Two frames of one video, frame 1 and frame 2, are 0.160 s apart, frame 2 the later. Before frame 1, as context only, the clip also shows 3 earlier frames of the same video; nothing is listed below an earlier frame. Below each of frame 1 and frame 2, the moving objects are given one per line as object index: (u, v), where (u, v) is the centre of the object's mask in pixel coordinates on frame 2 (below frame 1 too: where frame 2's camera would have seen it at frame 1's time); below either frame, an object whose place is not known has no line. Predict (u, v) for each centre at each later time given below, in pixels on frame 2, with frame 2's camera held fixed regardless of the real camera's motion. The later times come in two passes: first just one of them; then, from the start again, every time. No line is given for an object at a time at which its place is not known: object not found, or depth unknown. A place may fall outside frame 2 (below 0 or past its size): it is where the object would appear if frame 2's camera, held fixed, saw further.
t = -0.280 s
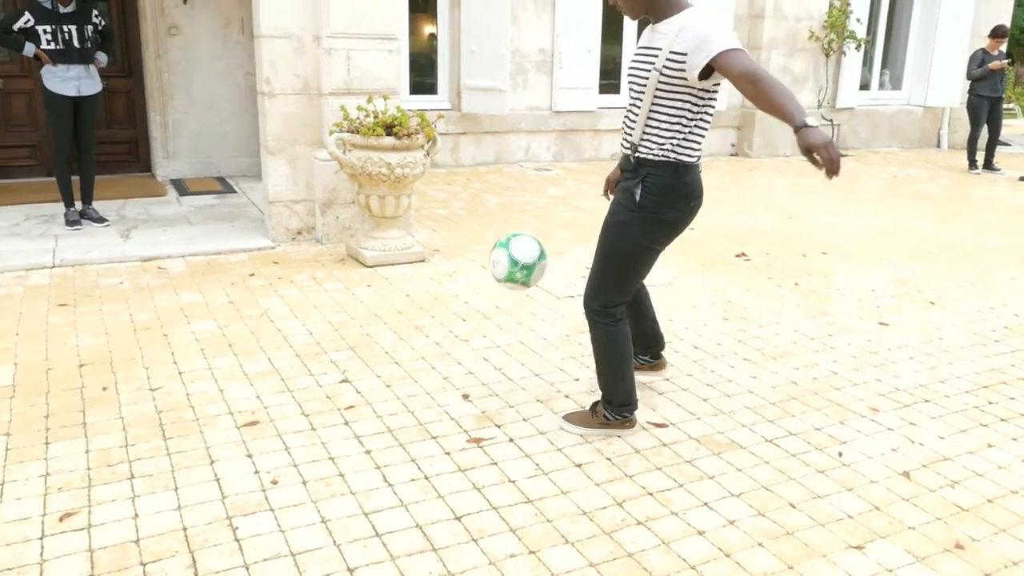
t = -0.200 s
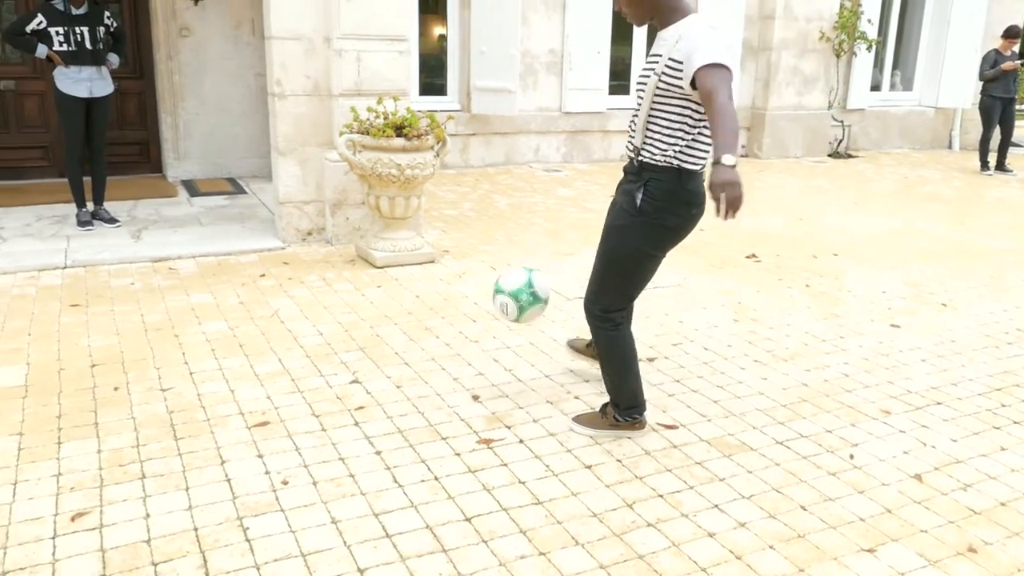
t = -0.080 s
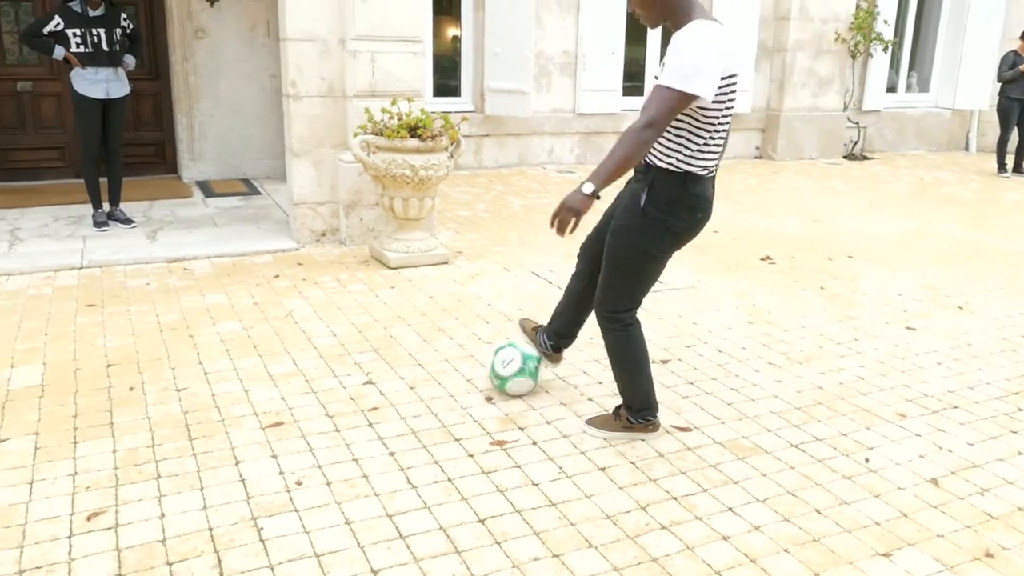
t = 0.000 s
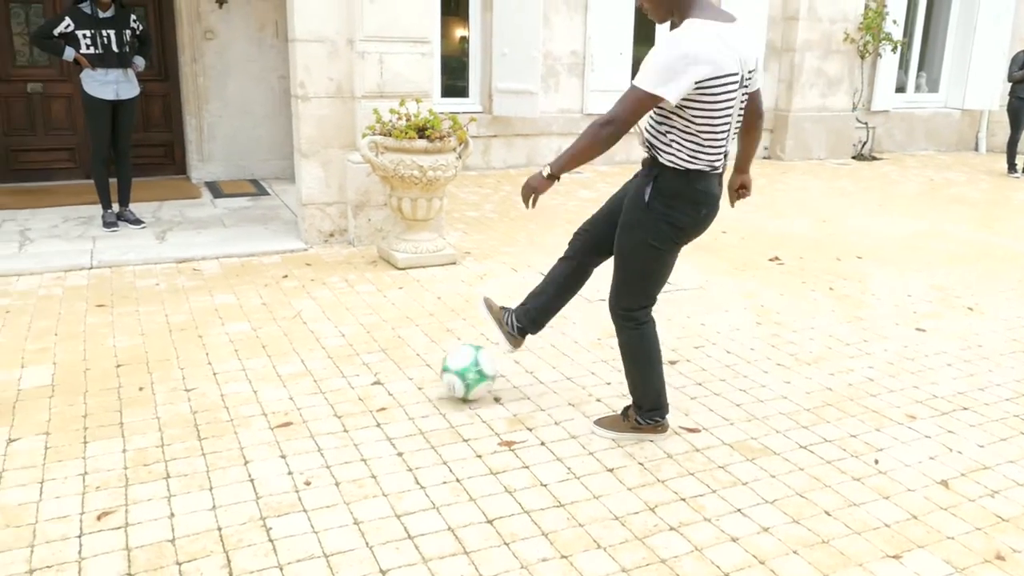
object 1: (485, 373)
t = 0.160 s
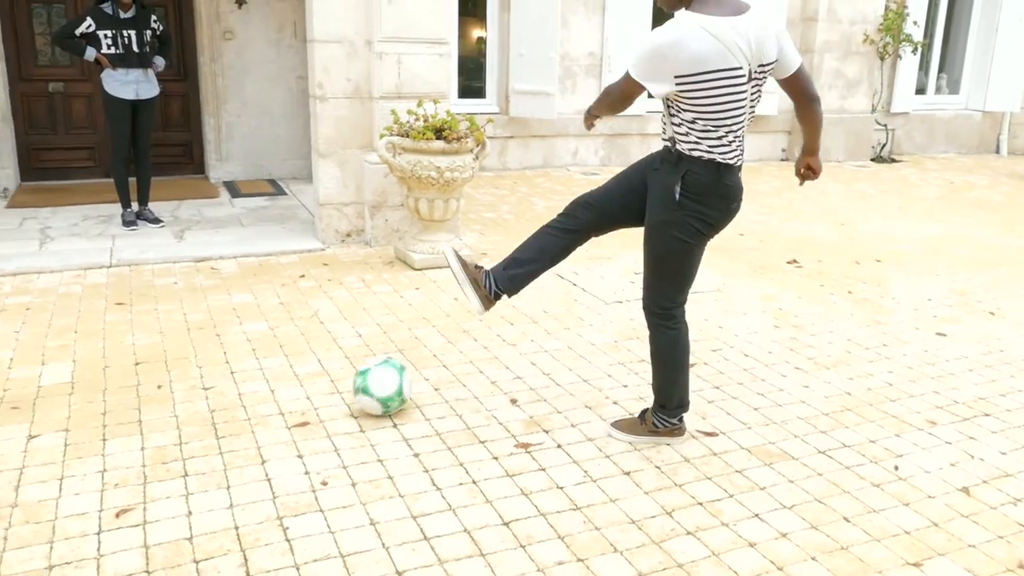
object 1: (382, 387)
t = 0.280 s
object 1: (305, 396)
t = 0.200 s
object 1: (357, 389)
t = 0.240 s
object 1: (330, 393)
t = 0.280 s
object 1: (305, 396)
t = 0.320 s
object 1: (279, 400)
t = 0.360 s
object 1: (254, 403)
